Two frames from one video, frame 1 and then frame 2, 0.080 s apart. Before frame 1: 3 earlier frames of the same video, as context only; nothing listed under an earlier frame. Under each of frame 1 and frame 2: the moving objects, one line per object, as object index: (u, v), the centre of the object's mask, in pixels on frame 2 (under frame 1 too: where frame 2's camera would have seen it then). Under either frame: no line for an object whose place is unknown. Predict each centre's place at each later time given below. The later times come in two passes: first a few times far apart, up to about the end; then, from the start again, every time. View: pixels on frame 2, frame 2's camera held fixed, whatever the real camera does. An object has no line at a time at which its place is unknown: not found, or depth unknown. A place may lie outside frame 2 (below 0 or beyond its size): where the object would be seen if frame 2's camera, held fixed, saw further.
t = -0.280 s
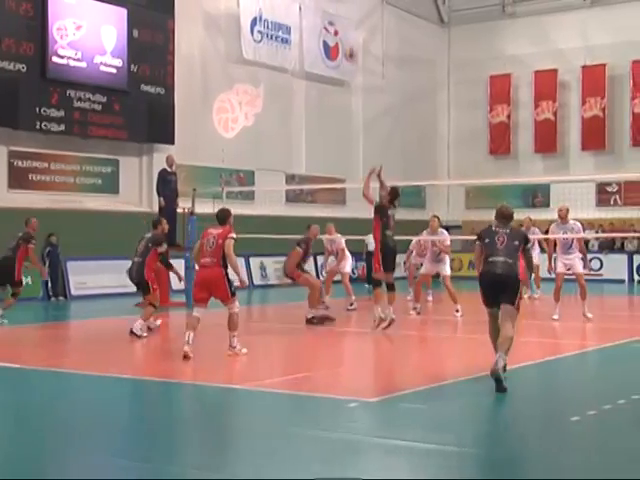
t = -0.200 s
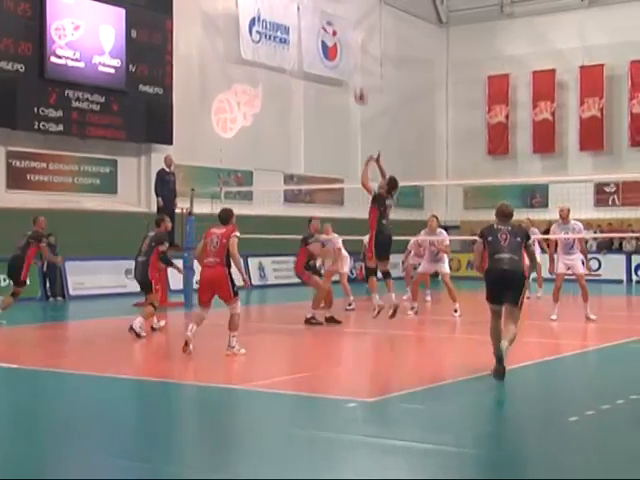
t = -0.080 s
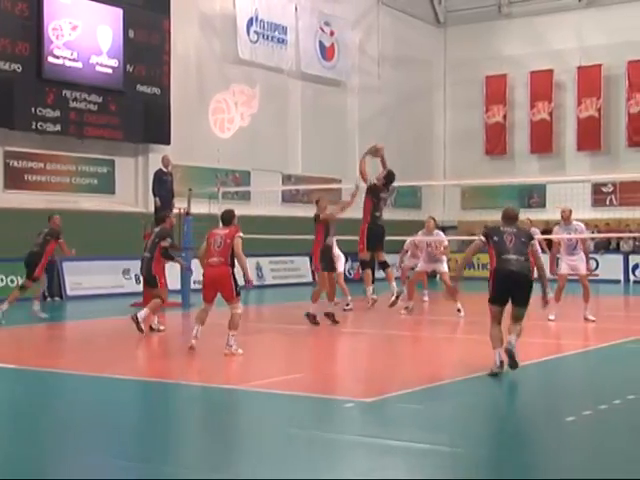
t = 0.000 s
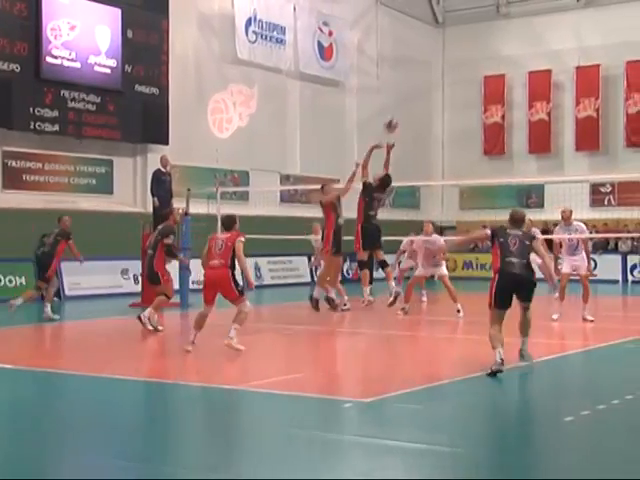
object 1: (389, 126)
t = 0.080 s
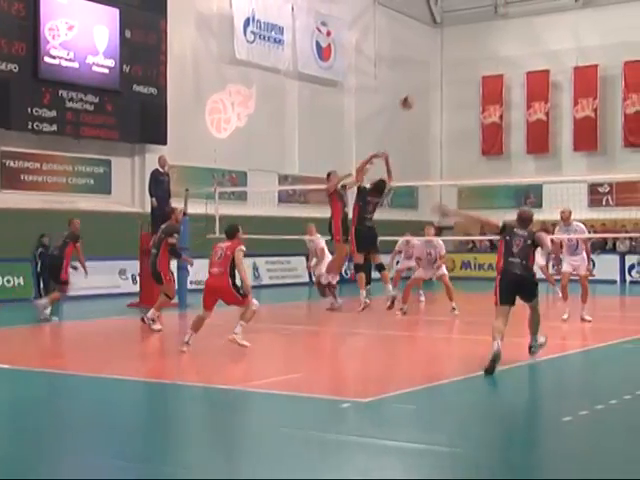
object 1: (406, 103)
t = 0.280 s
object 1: (450, 65)
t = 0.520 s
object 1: (503, 55)
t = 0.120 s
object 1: (415, 93)
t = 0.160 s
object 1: (424, 84)
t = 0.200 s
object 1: (433, 76)
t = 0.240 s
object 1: (442, 69)
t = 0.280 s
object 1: (450, 65)
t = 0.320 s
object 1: (460, 60)
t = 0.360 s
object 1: (468, 57)
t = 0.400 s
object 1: (477, 55)
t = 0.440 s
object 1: (485, 54)
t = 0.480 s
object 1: (494, 54)
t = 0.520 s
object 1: (503, 55)
